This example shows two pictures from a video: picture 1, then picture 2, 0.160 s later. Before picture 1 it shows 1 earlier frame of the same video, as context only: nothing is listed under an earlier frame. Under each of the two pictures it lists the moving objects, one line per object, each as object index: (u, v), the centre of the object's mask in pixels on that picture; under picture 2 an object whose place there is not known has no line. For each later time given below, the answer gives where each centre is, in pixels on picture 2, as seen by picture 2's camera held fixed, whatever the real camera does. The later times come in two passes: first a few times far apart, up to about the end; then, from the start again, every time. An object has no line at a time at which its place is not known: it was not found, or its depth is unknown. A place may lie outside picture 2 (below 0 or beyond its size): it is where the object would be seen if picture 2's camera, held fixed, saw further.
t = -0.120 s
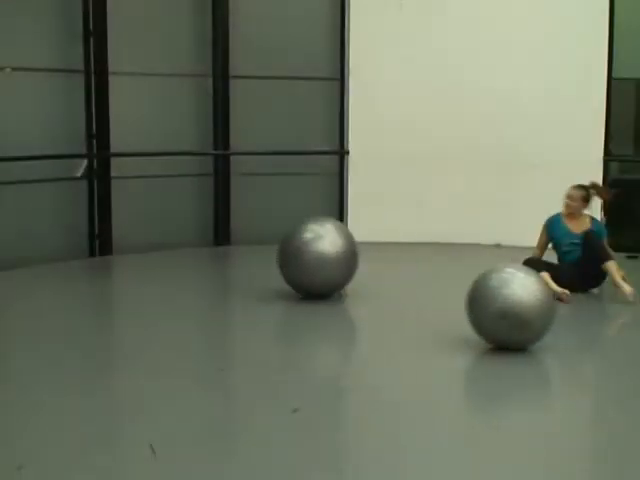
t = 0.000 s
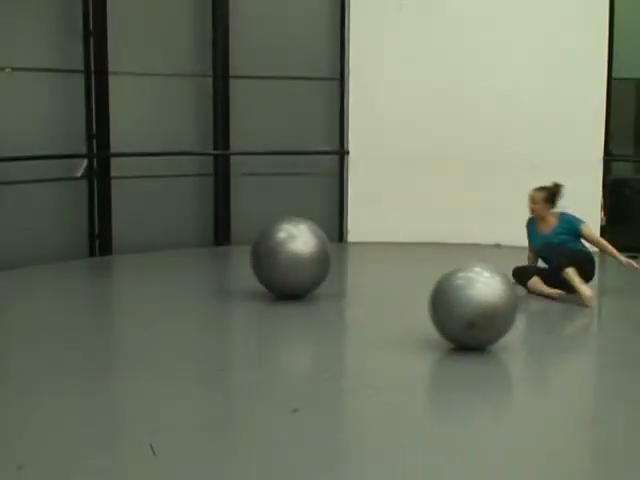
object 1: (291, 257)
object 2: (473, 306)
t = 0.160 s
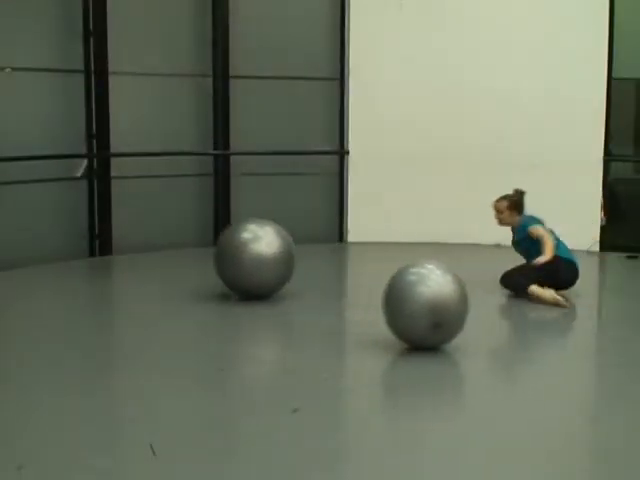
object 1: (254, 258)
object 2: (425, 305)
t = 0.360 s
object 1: (209, 258)
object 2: (368, 307)
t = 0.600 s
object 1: (155, 259)
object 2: (303, 304)
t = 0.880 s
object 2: (224, 306)
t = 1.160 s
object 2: (147, 305)
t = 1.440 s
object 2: (74, 307)
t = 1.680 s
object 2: (25, 306)
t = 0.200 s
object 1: (246, 258)
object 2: (414, 305)
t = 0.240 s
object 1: (237, 258)
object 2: (402, 305)
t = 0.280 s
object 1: (228, 258)
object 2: (391, 305)
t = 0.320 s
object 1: (218, 258)
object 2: (379, 306)
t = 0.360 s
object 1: (209, 258)
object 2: (368, 307)
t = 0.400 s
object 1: (200, 258)
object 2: (357, 307)
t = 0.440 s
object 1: (191, 258)
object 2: (346, 307)
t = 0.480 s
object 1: (182, 258)
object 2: (336, 305)
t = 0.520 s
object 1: (173, 259)
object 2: (325, 304)
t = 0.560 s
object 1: (164, 259)
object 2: (314, 304)
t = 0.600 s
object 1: (155, 259)
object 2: (303, 304)
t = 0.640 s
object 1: (147, 260)
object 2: (292, 304)
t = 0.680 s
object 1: (138, 260)
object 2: (280, 303)
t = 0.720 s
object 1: (129, 260)
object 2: (270, 304)
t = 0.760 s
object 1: (120, 260)
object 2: (258, 305)
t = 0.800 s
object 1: (111, 261)
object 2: (247, 305)
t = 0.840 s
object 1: (103, 261)
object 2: (236, 306)
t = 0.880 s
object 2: (224, 306)
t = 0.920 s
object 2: (213, 306)
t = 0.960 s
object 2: (202, 305)
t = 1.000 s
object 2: (191, 304)
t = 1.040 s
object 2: (180, 304)
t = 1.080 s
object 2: (169, 305)
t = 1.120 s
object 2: (158, 305)
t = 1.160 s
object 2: (147, 305)
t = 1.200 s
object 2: (136, 305)
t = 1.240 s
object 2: (126, 306)
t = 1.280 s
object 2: (115, 306)
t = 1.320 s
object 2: (104, 306)
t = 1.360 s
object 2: (94, 307)
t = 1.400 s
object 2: (84, 307)
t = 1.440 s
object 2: (74, 307)
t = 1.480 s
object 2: (63, 307)
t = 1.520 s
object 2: (53, 306)
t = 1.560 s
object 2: (43, 306)
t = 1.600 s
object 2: (36, 307)
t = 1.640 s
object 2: (30, 306)
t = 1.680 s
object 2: (25, 306)
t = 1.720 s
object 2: (20, 306)
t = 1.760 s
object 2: (15, 308)
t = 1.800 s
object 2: (11, 309)
